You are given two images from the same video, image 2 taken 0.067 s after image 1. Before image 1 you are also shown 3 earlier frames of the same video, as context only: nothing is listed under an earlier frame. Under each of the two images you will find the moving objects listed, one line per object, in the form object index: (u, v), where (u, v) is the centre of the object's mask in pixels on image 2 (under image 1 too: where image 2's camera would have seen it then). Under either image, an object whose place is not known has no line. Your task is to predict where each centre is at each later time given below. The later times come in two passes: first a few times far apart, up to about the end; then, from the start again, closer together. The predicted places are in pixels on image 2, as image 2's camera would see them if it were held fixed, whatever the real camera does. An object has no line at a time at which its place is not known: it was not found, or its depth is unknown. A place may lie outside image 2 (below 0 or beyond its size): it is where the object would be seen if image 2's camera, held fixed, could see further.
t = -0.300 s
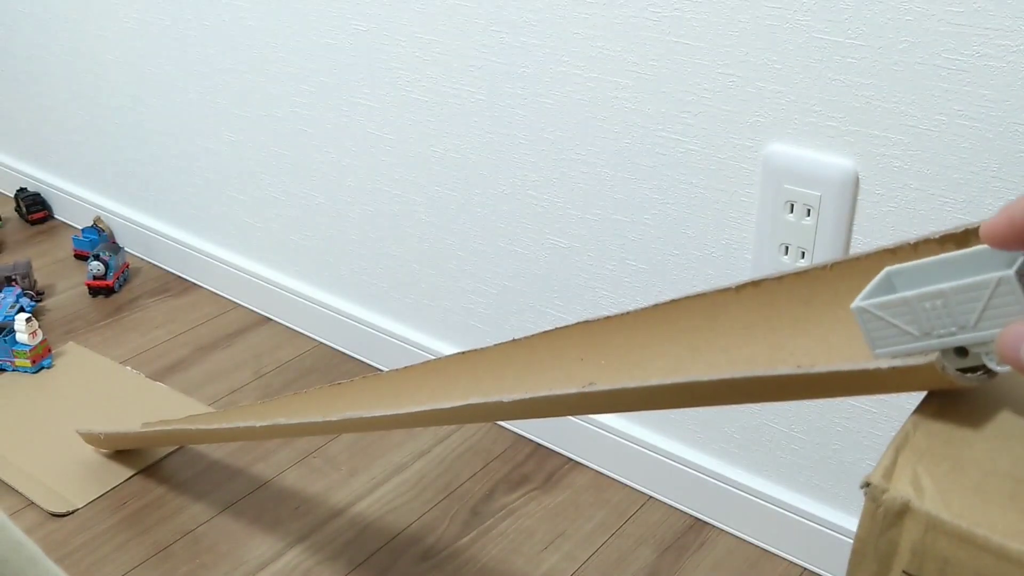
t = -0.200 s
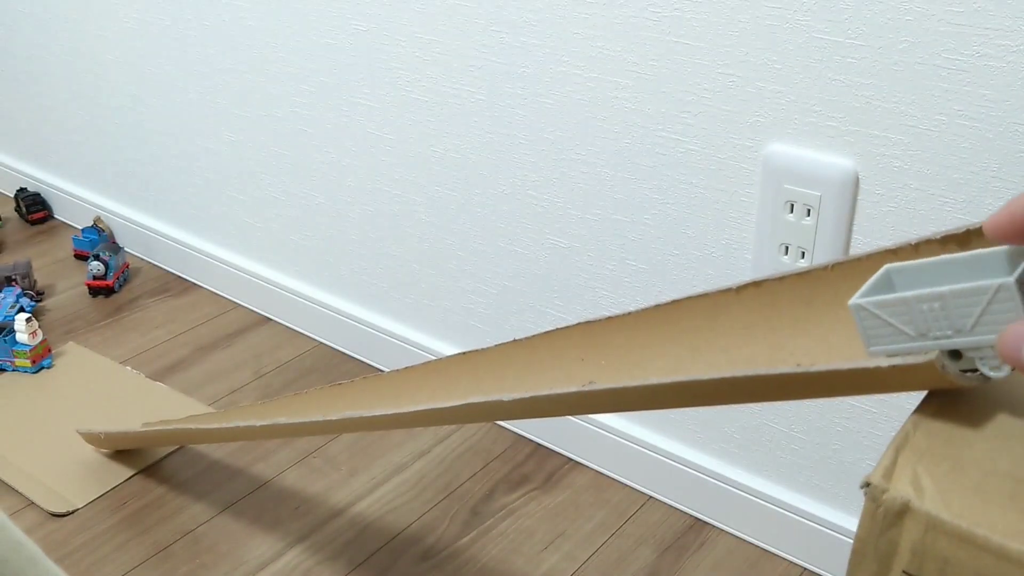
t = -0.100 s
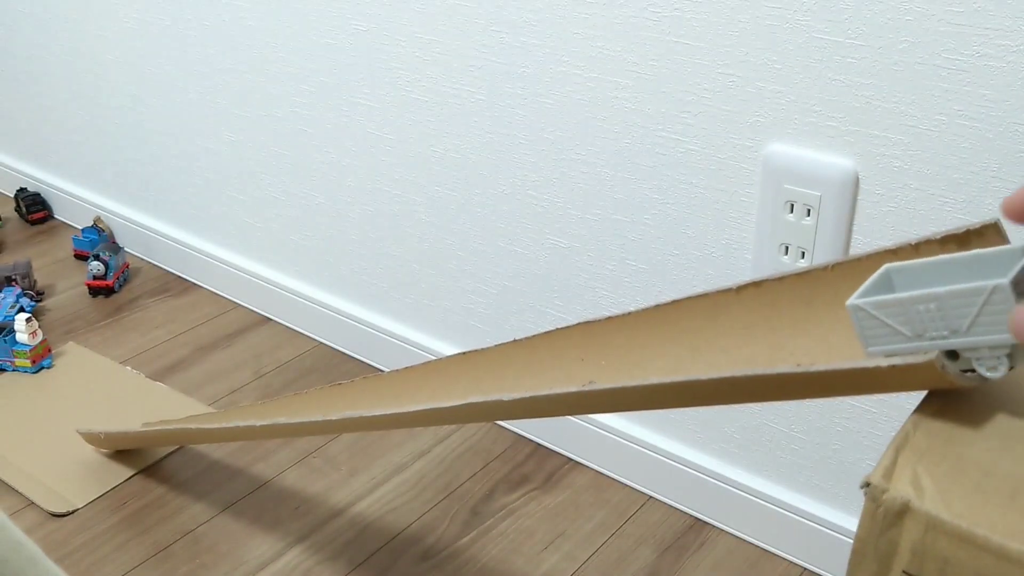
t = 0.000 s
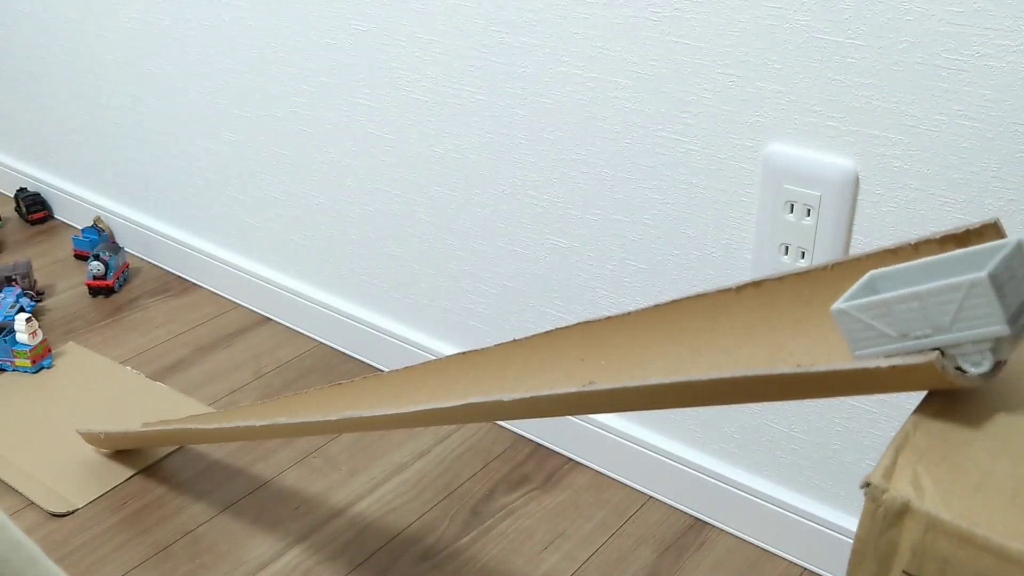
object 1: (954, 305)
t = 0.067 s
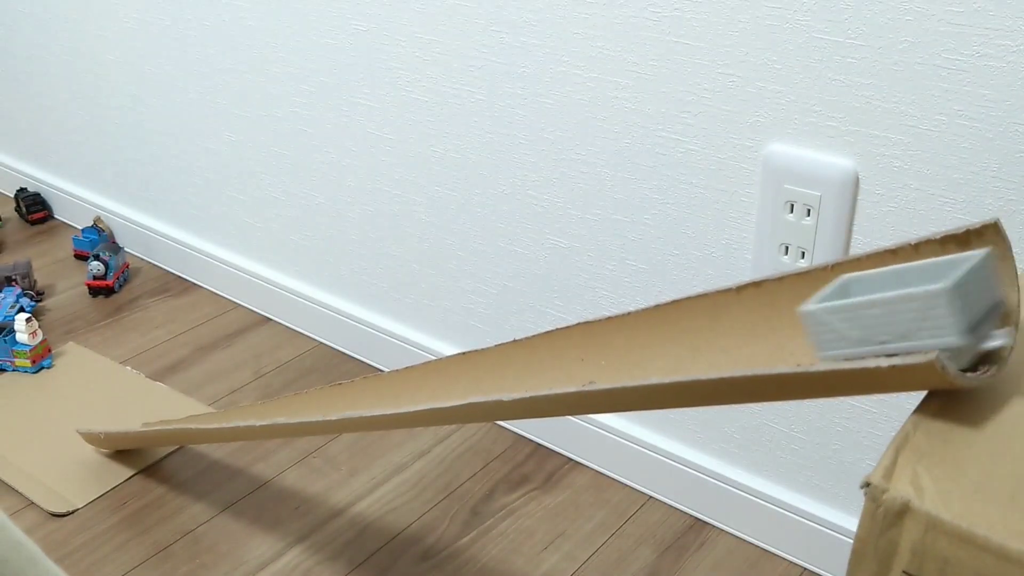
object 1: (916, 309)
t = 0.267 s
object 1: (673, 342)
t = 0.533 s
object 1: (346, 391)
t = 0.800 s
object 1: (134, 418)
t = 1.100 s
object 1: (31, 364)
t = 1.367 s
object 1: (30, 364)
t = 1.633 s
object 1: (30, 364)
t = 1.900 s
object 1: (30, 364)
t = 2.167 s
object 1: (30, 364)
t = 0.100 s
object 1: (884, 312)
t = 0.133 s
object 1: (845, 317)
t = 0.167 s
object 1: (807, 323)
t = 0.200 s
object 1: (765, 328)
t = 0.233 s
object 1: (720, 335)
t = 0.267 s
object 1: (673, 342)
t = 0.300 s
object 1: (627, 348)
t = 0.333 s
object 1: (580, 354)
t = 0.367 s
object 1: (536, 361)
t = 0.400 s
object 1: (496, 368)
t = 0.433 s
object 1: (456, 375)
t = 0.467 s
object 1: (417, 381)
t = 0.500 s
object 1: (380, 385)
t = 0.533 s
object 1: (346, 391)
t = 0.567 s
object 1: (314, 394)
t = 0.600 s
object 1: (284, 398)
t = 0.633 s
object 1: (255, 403)
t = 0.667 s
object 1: (226, 406)
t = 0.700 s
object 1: (202, 409)
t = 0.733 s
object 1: (175, 412)
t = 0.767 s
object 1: (152, 415)
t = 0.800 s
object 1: (134, 418)
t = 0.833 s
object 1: (115, 415)
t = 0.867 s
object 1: (96, 405)
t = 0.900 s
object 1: (79, 392)
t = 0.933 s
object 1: (60, 380)
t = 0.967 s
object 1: (46, 370)
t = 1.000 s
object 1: (39, 366)
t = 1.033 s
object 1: (34, 365)
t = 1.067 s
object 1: (32, 365)
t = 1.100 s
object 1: (31, 364)
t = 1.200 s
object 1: (31, 364)
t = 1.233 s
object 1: (31, 364)
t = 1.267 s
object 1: (30, 364)
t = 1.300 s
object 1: (30, 364)
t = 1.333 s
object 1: (30, 364)
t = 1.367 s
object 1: (30, 364)
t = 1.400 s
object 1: (30, 364)
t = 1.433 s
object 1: (30, 364)
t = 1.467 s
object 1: (30, 364)
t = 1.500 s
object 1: (30, 364)
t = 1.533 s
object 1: (30, 364)
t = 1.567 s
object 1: (30, 364)
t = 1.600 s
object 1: (30, 364)
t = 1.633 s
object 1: (30, 364)
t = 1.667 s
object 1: (30, 364)
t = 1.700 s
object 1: (30, 364)
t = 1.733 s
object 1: (30, 364)
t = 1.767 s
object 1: (30, 364)
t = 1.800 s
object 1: (30, 364)
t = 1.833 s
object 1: (30, 364)
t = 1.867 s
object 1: (30, 364)
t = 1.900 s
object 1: (30, 364)
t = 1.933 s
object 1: (30, 364)
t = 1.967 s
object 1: (30, 364)
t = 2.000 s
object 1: (30, 364)
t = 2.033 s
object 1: (30, 364)
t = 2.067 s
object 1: (30, 364)
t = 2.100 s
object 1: (30, 364)
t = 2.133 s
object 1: (30, 364)
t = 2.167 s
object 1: (30, 364)
